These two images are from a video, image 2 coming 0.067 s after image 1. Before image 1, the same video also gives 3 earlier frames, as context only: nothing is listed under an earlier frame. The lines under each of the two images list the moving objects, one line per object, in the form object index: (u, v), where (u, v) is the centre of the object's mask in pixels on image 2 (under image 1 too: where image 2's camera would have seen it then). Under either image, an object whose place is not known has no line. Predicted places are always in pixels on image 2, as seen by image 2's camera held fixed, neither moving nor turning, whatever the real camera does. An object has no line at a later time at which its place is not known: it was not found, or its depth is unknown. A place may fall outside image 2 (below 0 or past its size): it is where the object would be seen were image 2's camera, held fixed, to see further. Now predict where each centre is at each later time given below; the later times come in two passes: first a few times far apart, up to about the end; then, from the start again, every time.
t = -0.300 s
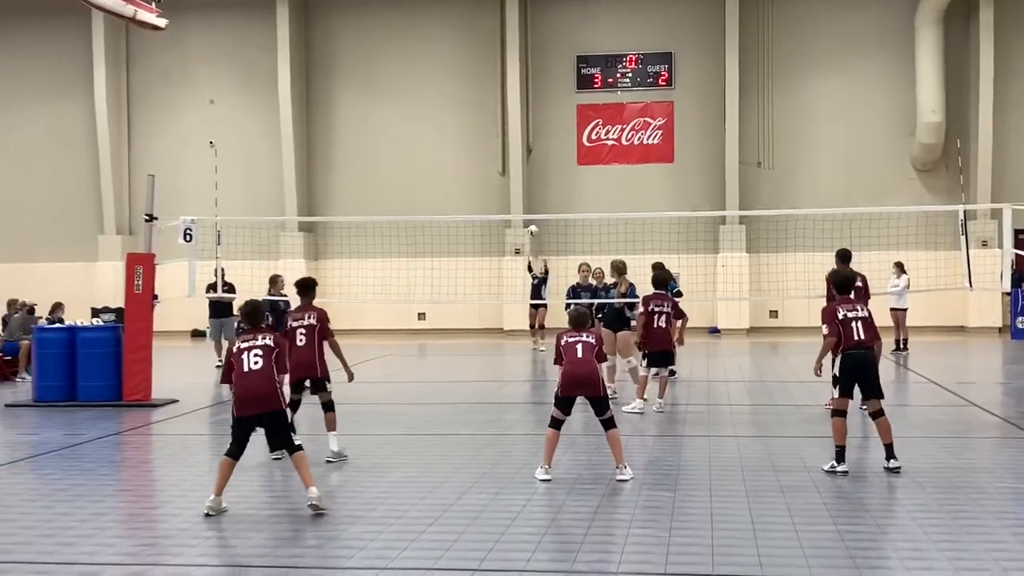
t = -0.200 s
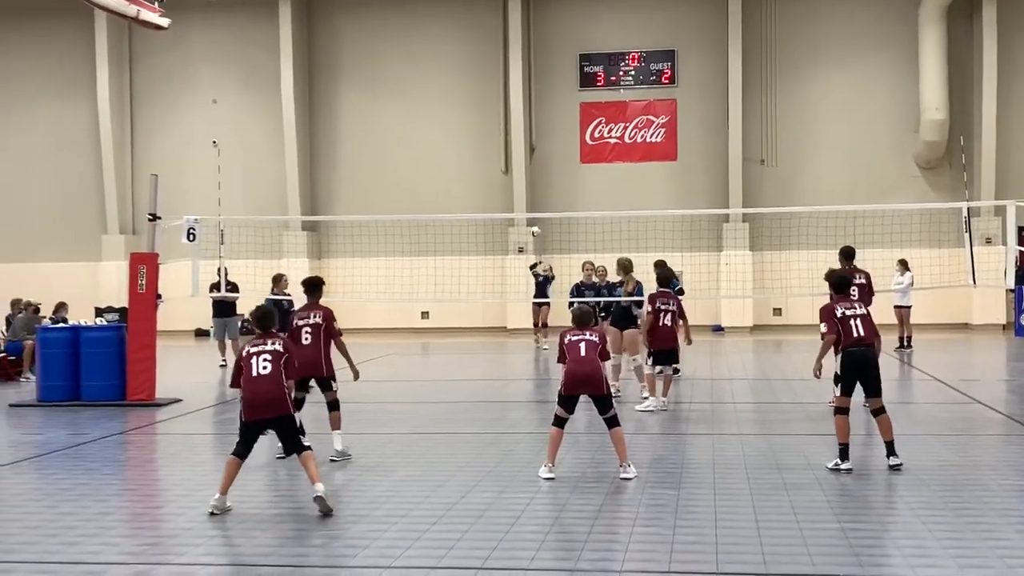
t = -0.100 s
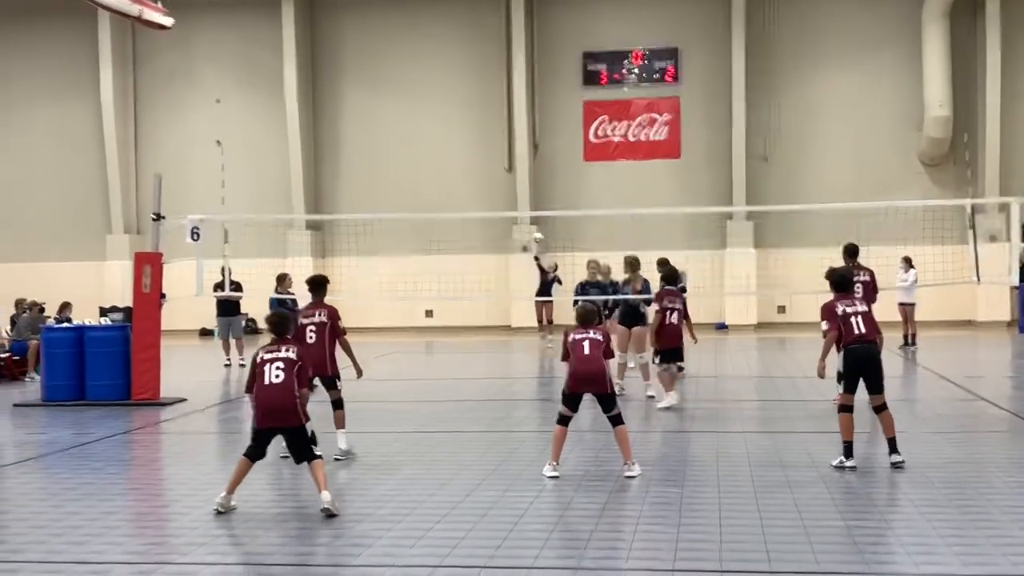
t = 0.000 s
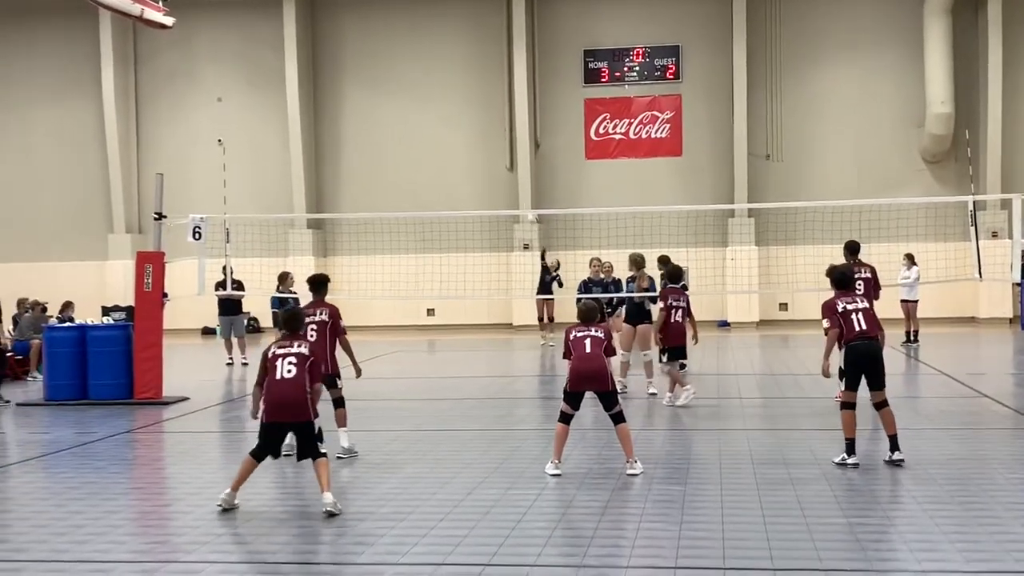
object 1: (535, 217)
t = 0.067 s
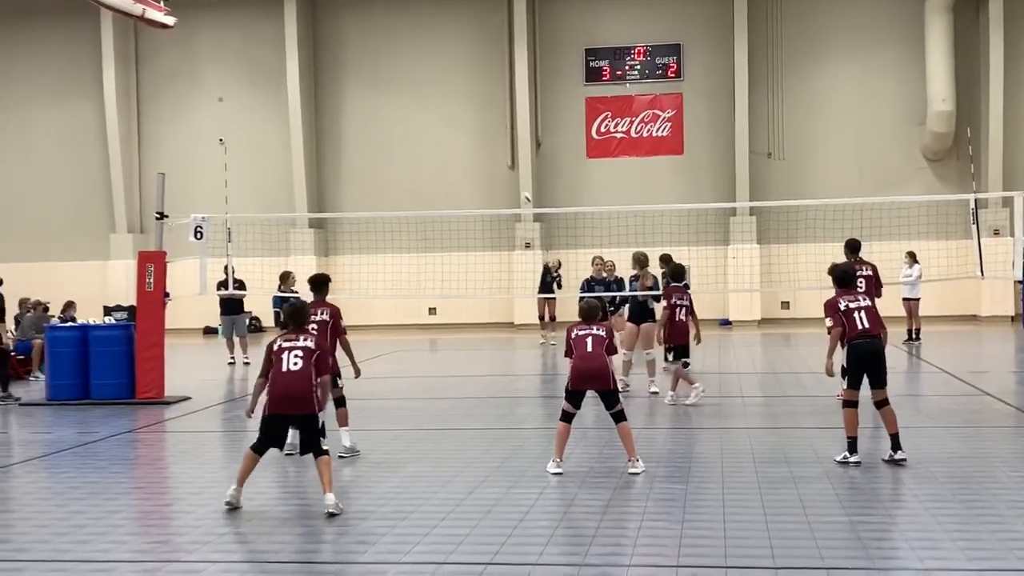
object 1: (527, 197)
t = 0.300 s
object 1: (495, 138)
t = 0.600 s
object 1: (442, 99)
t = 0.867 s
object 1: (370, 117)
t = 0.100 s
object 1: (522, 188)
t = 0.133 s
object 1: (518, 178)
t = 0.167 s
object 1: (514, 169)
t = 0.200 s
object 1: (510, 162)
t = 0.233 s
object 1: (505, 153)
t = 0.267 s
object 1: (500, 145)
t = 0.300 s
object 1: (495, 138)
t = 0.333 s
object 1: (491, 131)
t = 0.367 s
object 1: (486, 125)
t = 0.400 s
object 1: (480, 119)
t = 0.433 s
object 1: (475, 114)
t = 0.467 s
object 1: (469, 110)
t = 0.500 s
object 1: (463, 106)
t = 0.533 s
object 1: (457, 102)
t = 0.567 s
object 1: (449, 101)
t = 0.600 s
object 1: (442, 99)
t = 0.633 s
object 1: (435, 98)
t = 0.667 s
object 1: (426, 98)
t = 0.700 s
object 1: (418, 99)
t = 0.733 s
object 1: (409, 100)
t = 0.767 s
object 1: (400, 102)
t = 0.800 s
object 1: (390, 106)
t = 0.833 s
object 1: (379, 111)
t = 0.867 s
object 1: (370, 117)
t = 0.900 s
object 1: (359, 125)
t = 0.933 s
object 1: (346, 131)
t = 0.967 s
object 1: (336, 142)
